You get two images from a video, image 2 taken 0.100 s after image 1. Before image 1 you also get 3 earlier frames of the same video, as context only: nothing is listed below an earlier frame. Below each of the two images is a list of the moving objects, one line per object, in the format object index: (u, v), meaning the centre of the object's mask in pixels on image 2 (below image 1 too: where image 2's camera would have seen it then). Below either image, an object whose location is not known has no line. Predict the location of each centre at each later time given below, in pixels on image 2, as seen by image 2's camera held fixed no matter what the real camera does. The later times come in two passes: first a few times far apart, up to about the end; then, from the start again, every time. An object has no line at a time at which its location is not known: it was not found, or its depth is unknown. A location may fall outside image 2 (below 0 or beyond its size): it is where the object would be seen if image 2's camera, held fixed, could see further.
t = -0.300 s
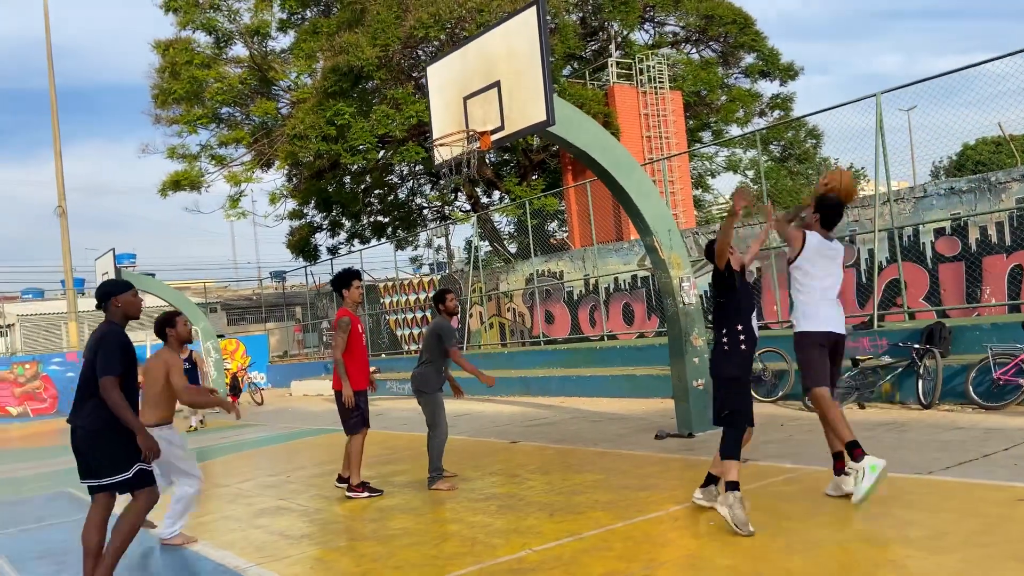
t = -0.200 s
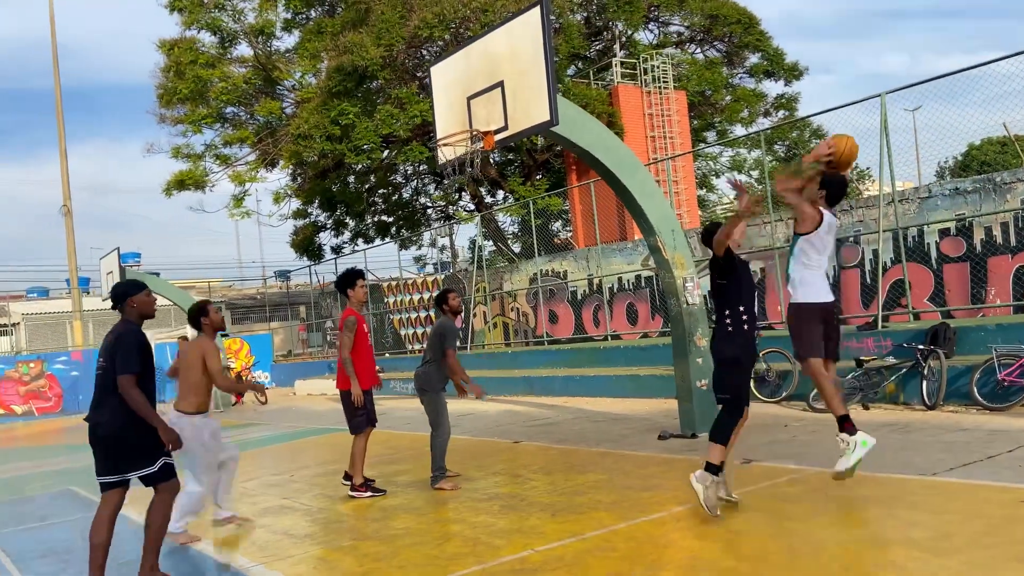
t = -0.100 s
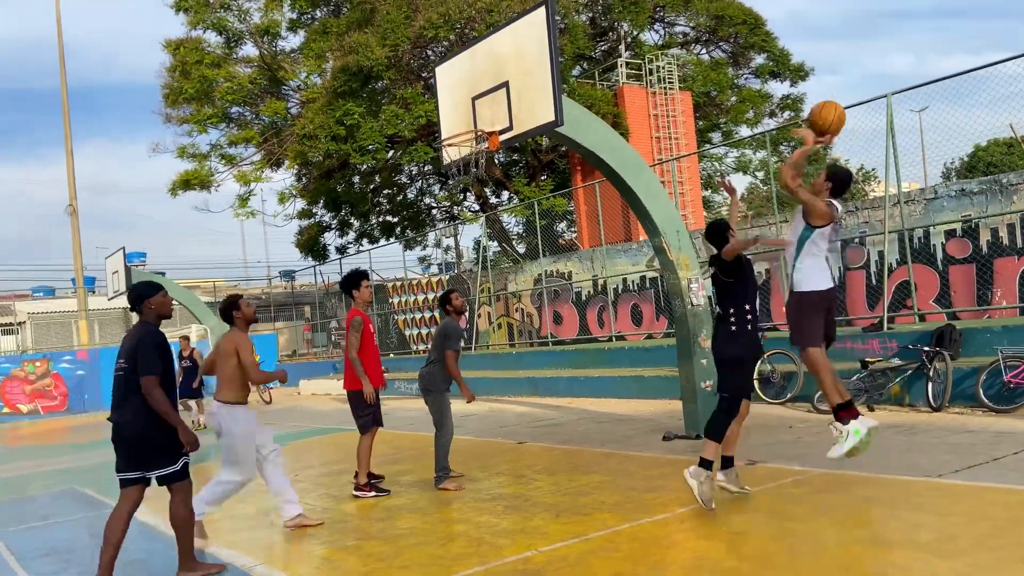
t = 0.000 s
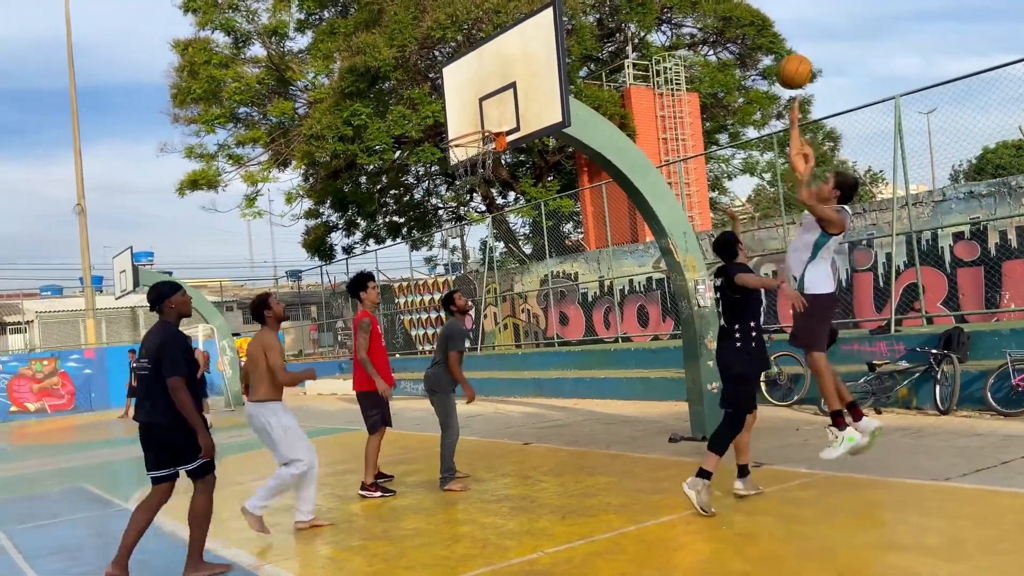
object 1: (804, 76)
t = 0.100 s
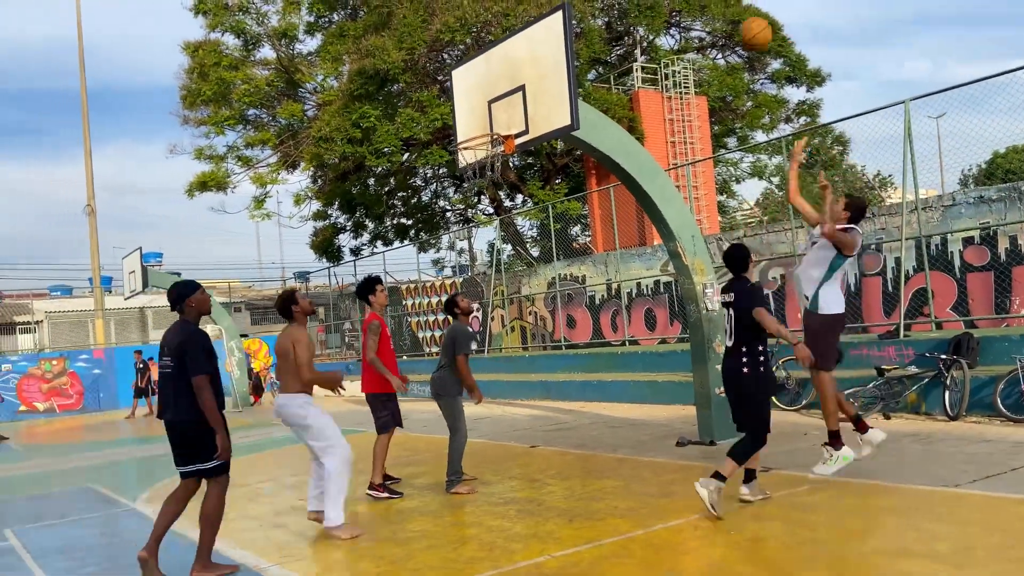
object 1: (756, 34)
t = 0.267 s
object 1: (682, 3)
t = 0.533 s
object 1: (581, 17)
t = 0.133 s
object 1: (740, 23)
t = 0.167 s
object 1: (726, 15)
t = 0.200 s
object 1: (710, 9)
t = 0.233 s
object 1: (695, 5)
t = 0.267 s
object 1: (682, 3)
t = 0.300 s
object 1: (670, -1)
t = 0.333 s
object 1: (658, -4)
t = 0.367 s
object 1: (643, -4)
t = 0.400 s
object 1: (630, -3)
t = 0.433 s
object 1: (618, 0)
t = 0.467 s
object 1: (605, 5)
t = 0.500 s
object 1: (594, 10)
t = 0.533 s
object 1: (581, 17)
